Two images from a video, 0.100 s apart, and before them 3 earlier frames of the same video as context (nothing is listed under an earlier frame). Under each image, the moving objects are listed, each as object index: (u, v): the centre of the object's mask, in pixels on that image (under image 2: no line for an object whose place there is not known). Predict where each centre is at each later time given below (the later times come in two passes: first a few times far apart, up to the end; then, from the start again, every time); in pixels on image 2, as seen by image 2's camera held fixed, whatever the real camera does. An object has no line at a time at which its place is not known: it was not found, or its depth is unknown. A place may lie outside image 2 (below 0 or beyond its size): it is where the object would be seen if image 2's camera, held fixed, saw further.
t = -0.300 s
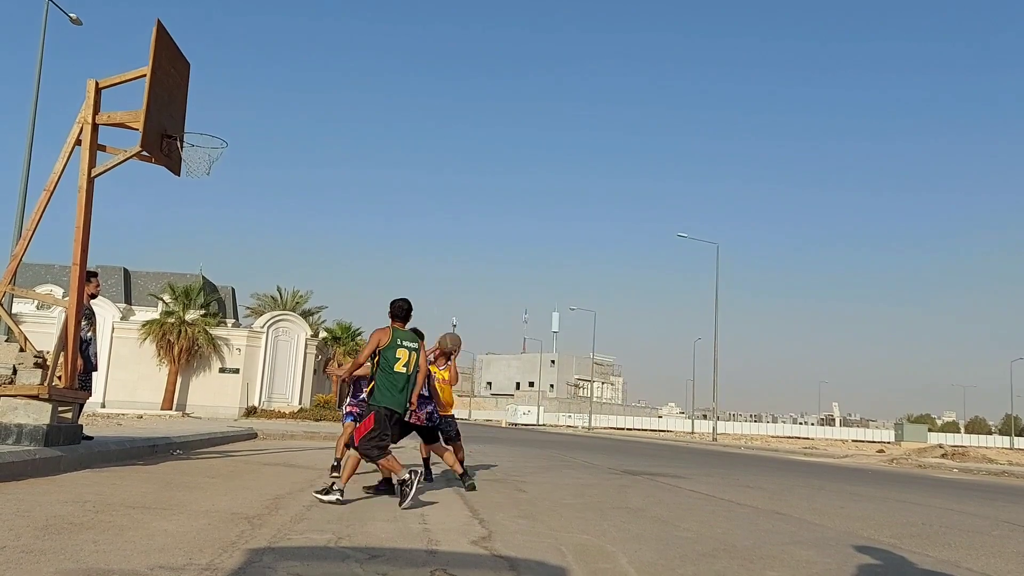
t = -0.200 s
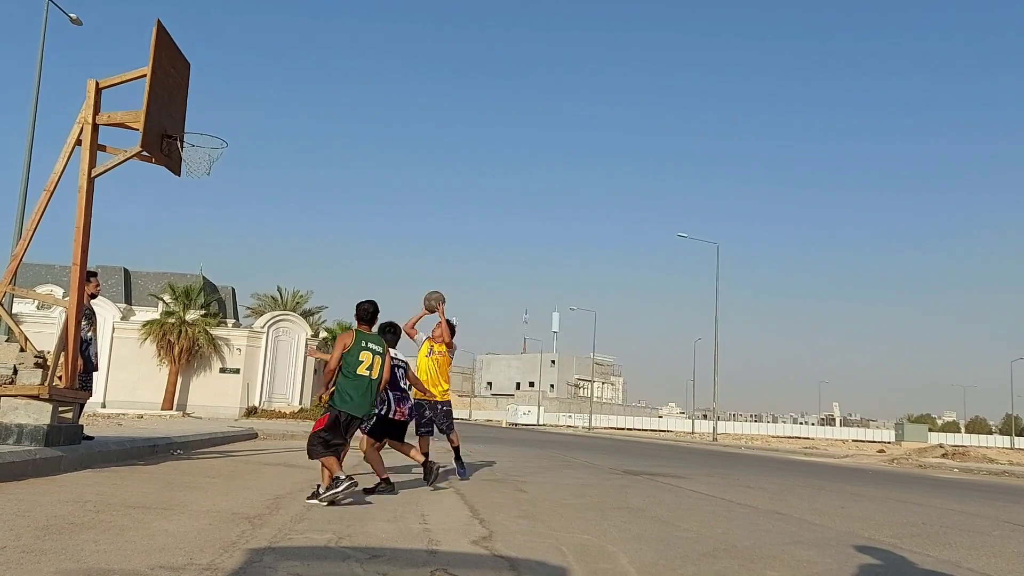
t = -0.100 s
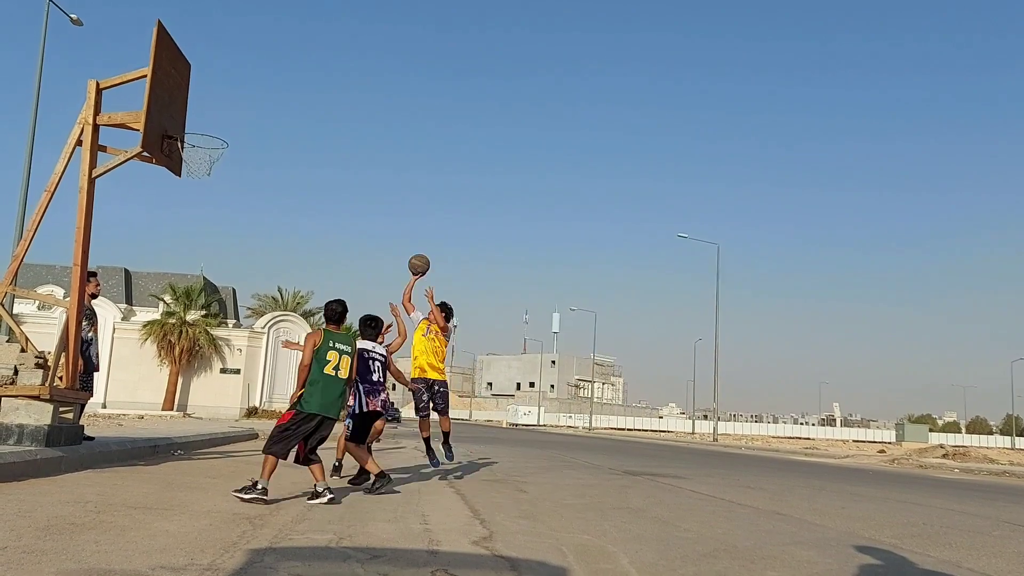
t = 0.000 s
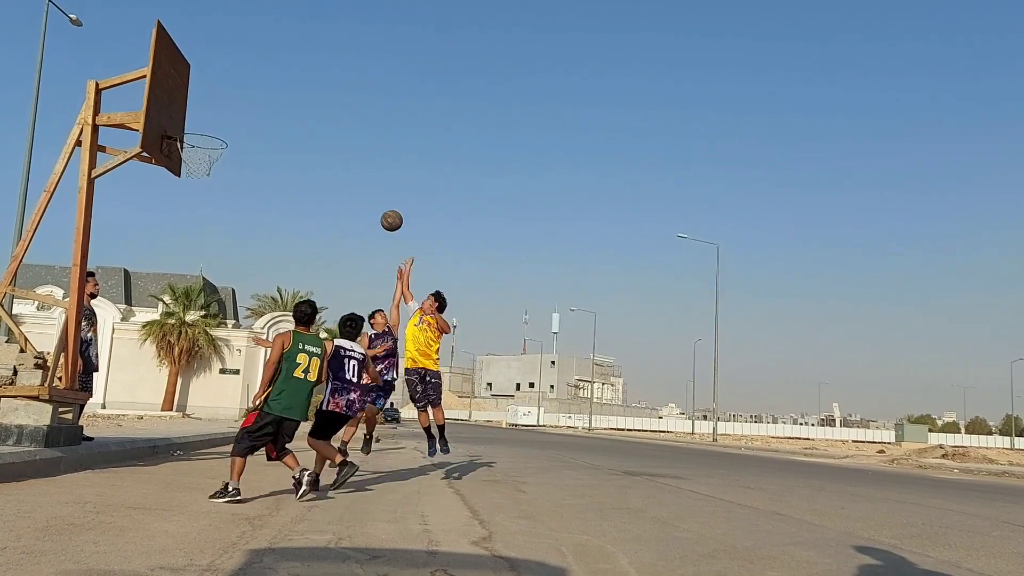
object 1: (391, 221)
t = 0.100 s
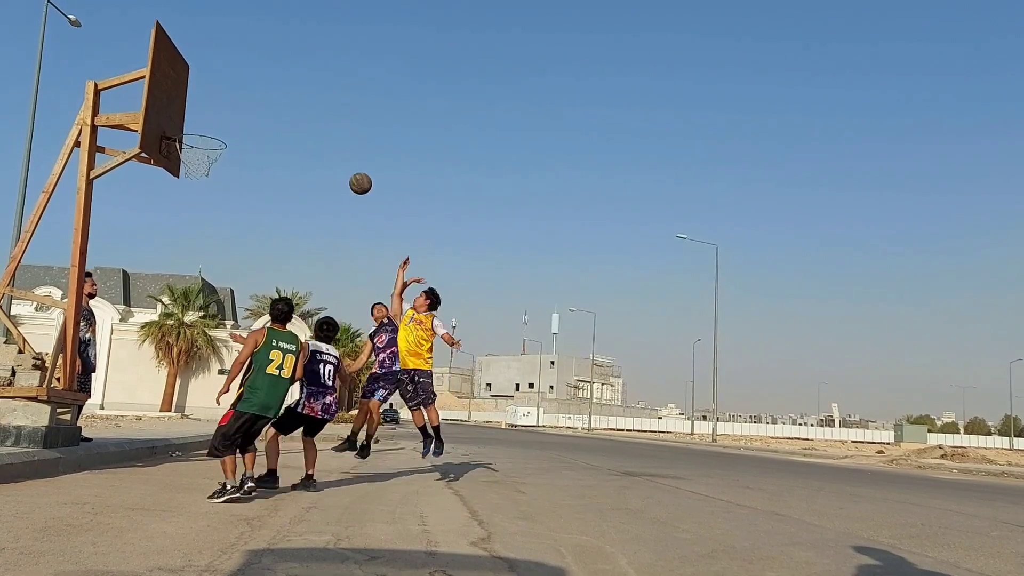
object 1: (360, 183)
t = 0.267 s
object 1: (306, 138)
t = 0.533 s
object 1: (208, 113)
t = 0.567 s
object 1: (195, 115)
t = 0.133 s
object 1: (350, 173)
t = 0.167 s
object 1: (339, 163)
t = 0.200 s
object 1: (328, 154)
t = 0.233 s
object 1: (317, 146)
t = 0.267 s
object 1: (306, 138)
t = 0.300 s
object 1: (295, 132)
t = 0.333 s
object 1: (283, 126)
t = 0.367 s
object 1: (271, 122)
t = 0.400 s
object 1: (259, 118)
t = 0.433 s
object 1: (247, 115)
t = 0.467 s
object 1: (234, 114)
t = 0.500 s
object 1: (221, 113)
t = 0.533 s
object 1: (208, 113)
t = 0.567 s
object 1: (195, 115)
